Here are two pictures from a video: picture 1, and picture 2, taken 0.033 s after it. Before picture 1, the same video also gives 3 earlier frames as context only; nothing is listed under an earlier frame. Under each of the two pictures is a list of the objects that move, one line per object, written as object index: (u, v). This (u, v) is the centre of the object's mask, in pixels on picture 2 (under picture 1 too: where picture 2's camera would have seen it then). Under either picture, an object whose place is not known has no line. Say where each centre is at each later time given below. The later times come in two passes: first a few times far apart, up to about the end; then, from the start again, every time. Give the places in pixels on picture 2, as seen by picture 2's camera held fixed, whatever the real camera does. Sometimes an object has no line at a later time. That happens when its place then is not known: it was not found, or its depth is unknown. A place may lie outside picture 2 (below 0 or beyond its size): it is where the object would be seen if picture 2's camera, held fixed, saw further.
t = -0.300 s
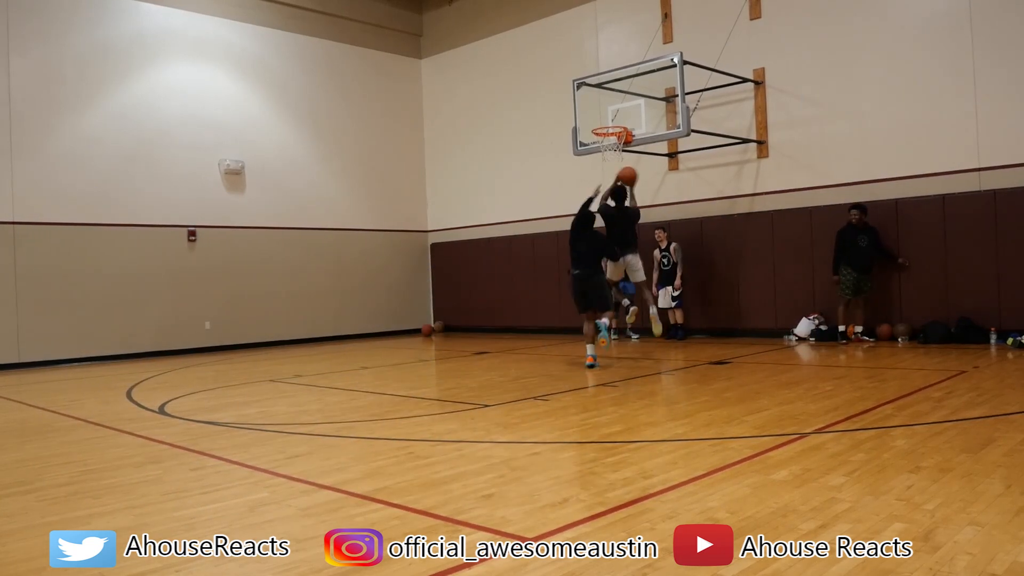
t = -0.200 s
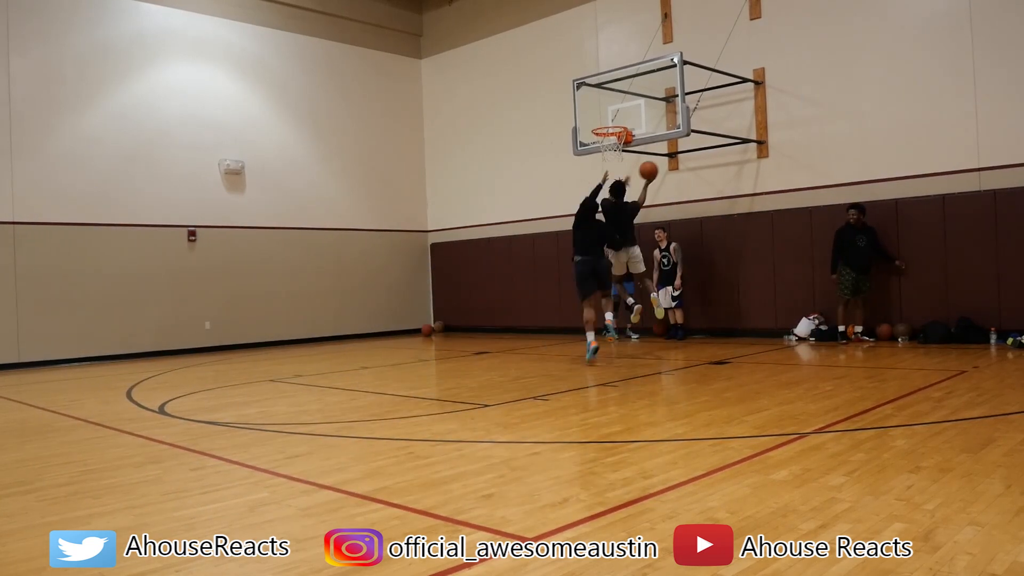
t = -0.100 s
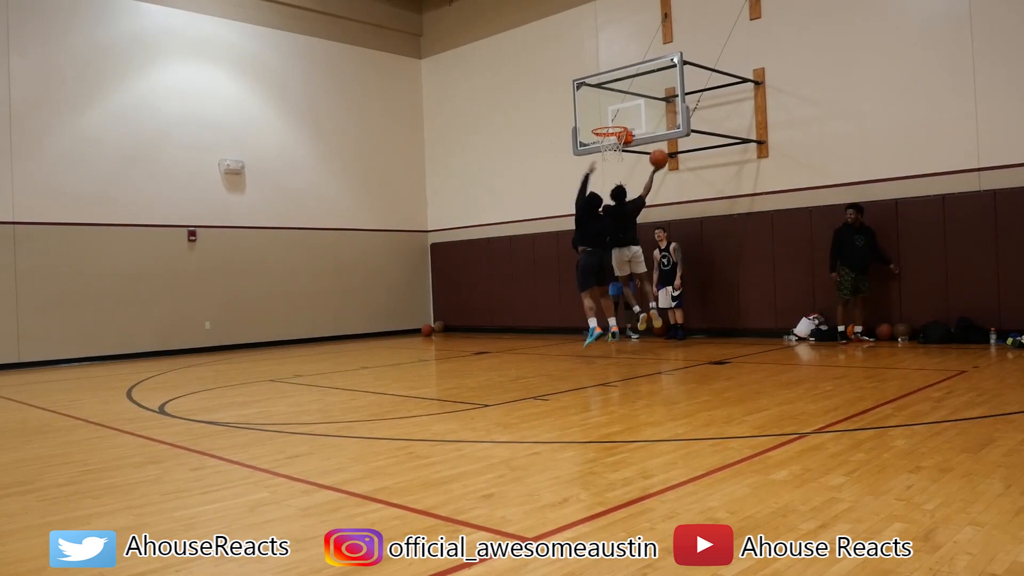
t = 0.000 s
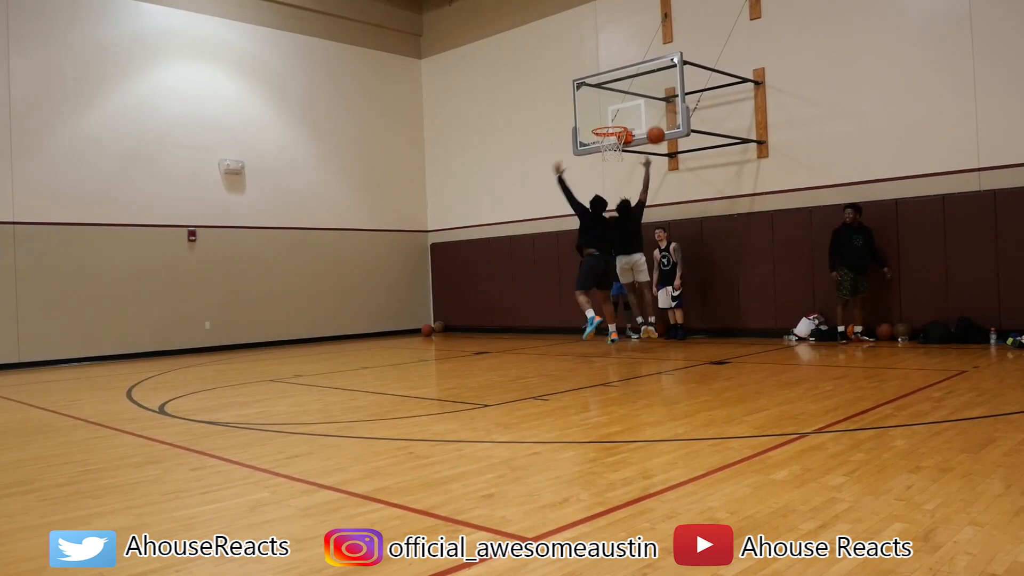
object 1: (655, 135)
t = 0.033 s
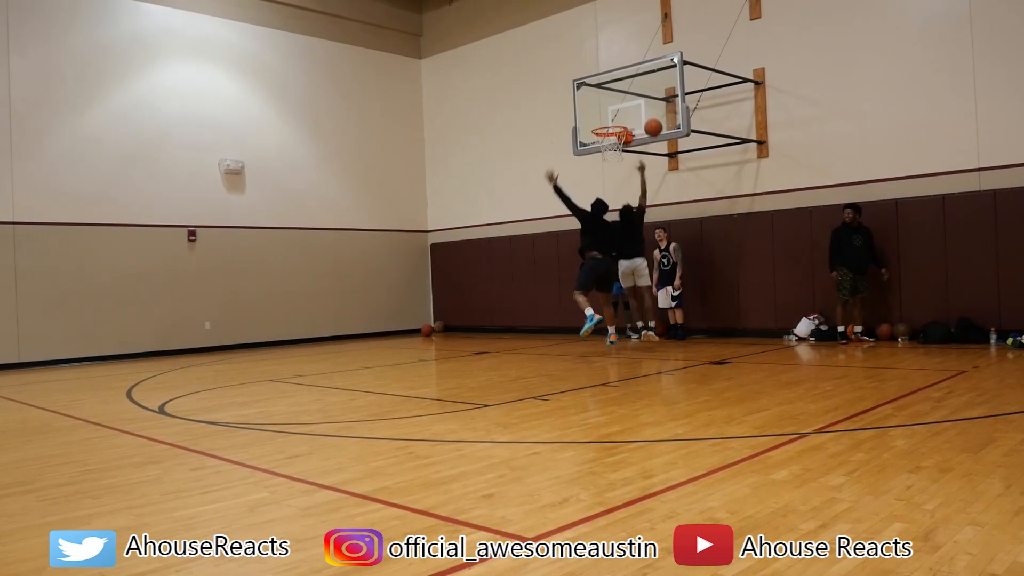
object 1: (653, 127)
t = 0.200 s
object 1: (642, 104)
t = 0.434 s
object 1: (619, 100)
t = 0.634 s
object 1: (598, 123)
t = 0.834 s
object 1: (612, 122)
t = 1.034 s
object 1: (604, 130)
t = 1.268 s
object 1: (621, 148)
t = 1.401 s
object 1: (624, 163)
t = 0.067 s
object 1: (651, 121)
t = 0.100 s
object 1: (649, 116)
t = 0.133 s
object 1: (646, 111)
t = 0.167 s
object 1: (644, 107)
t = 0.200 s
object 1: (642, 104)
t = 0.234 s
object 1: (640, 102)
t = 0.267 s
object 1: (638, 100)
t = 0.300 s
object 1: (634, 98)
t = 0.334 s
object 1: (630, 98)
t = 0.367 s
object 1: (626, 97)
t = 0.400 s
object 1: (623, 98)
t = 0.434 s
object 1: (619, 100)
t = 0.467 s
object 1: (616, 102)
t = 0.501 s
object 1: (612, 105)
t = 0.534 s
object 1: (609, 109)
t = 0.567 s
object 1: (605, 113)
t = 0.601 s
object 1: (602, 119)
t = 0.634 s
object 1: (598, 123)
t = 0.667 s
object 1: (602, 122)
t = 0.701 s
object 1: (607, 122)
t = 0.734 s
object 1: (612, 122)
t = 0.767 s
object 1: (616, 122)
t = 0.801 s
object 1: (614, 122)
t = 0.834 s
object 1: (612, 122)
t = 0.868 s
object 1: (611, 123)
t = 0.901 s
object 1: (609, 129)
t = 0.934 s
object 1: (608, 128)
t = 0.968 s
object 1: (607, 128)
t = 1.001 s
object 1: (606, 128)
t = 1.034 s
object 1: (604, 130)
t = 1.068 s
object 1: (603, 132)
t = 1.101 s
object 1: (606, 134)
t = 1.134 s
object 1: (609, 136)
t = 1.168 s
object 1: (613, 139)
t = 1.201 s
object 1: (615, 144)
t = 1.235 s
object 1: (619, 146)
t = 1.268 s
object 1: (621, 148)
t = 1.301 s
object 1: (621, 152)
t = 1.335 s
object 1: (622, 157)
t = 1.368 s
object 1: (623, 160)
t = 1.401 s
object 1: (624, 163)
